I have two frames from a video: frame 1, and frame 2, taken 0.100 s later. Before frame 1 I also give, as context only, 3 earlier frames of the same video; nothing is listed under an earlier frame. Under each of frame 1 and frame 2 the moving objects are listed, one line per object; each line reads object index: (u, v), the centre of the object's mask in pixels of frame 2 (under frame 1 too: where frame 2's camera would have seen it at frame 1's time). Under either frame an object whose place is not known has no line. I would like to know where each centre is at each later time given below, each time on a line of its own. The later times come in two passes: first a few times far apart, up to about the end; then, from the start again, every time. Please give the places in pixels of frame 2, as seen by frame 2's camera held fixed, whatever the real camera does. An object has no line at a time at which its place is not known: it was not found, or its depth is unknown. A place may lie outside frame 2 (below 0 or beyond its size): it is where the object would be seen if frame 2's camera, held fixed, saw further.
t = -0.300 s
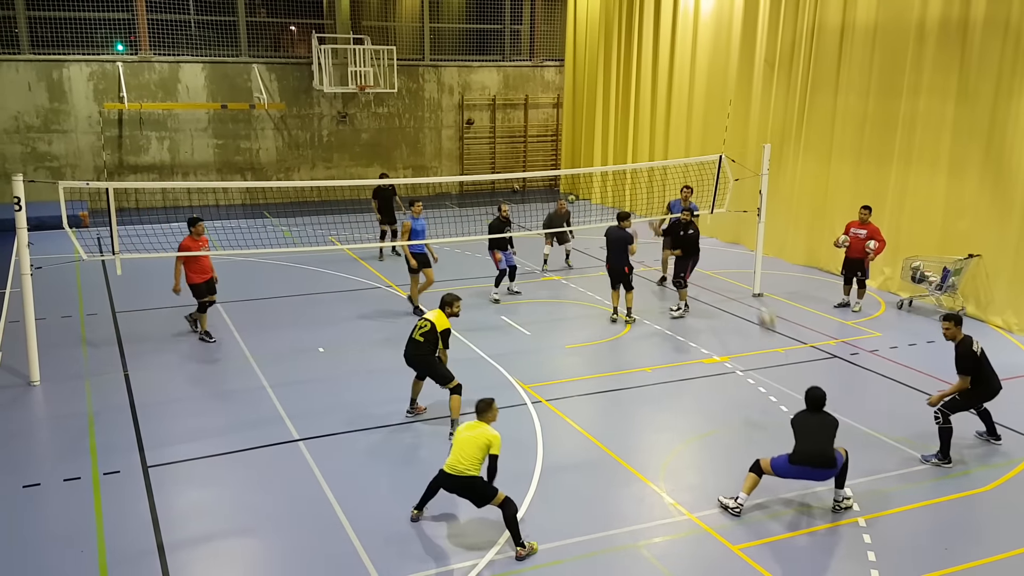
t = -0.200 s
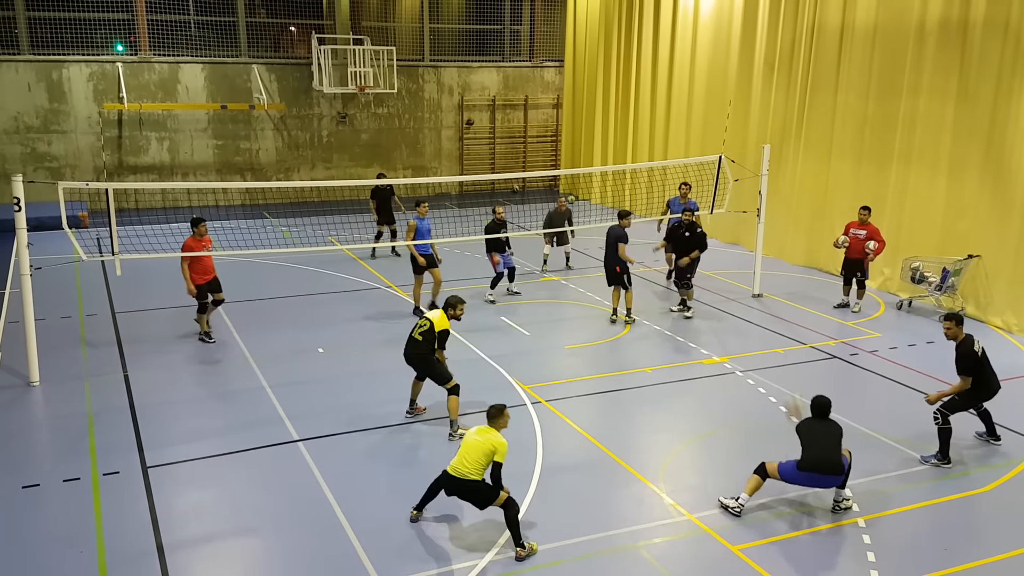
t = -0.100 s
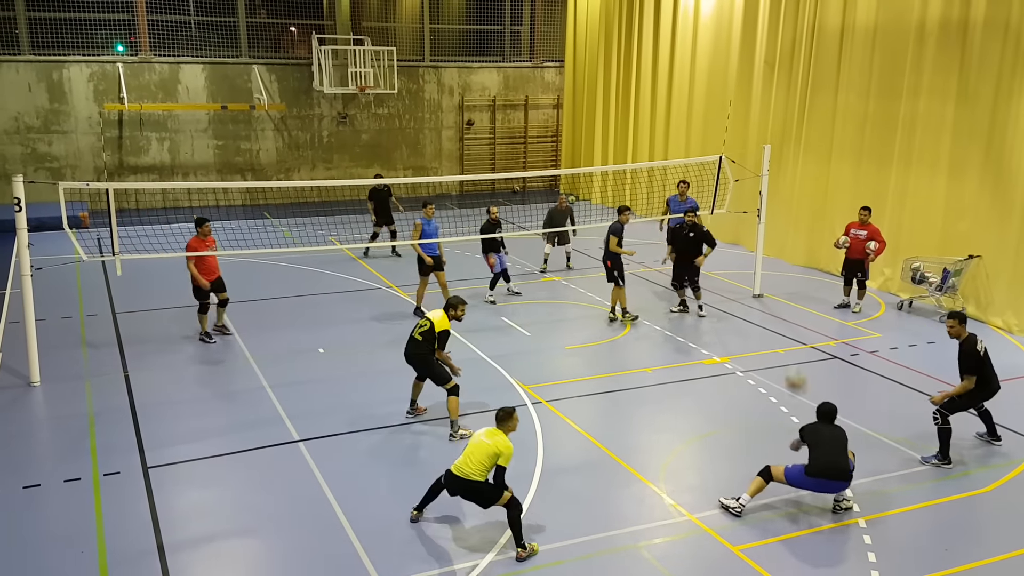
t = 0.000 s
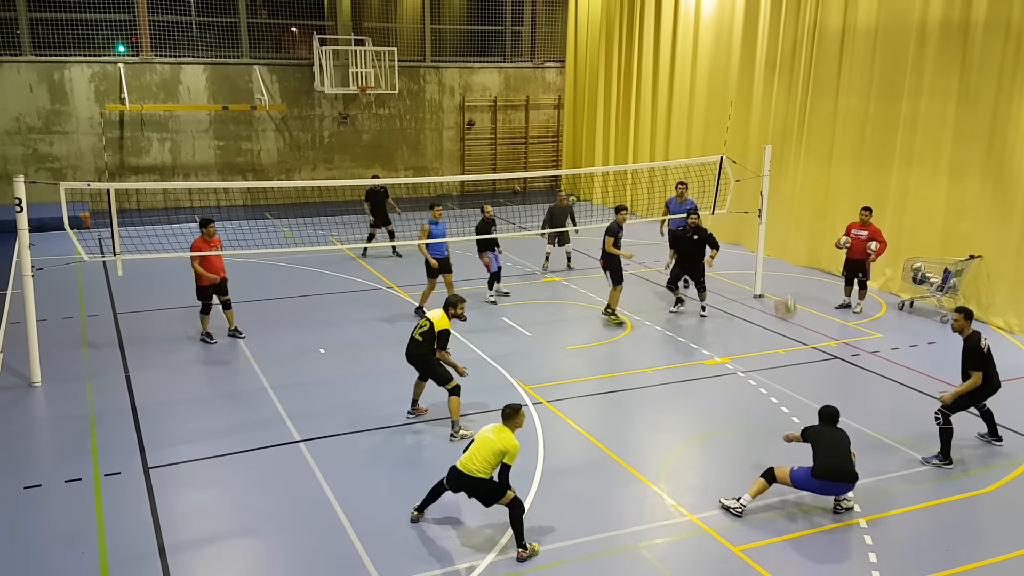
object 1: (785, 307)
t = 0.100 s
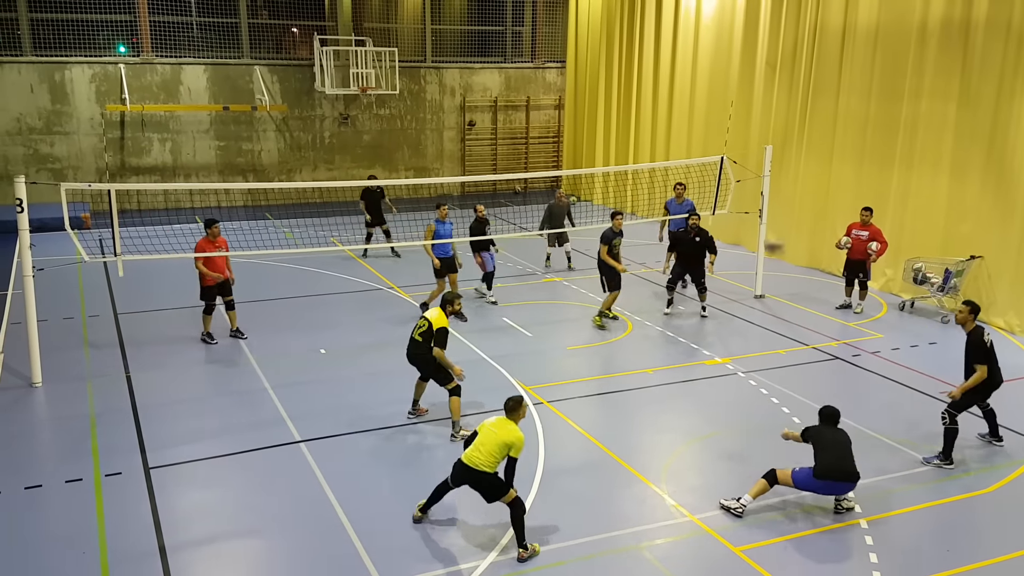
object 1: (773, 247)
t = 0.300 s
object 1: (751, 150)
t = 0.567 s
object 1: (718, 86)
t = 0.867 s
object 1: (681, 95)
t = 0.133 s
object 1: (772, 226)
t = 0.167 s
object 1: (767, 208)
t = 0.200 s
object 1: (762, 192)
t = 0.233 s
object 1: (758, 176)
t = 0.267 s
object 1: (755, 163)
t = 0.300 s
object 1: (751, 150)
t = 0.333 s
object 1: (748, 137)
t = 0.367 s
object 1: (743, 127)
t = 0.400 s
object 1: (739, 116)
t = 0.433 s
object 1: (736, 108)
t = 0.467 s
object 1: (731, 101)
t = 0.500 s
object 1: (727, 95)
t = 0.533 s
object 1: (723, 90)
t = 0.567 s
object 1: (718, 86)
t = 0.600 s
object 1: (715, 83)
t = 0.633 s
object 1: (711, 81)
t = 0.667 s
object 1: (706, 80)
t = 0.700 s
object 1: (702, 80)
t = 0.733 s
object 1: (698, 81)
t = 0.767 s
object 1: (693, 83)
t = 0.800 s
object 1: (689, 86)
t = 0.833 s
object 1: (685, 90)
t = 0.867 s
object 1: (681, 95)
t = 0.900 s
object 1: (676, 101)
